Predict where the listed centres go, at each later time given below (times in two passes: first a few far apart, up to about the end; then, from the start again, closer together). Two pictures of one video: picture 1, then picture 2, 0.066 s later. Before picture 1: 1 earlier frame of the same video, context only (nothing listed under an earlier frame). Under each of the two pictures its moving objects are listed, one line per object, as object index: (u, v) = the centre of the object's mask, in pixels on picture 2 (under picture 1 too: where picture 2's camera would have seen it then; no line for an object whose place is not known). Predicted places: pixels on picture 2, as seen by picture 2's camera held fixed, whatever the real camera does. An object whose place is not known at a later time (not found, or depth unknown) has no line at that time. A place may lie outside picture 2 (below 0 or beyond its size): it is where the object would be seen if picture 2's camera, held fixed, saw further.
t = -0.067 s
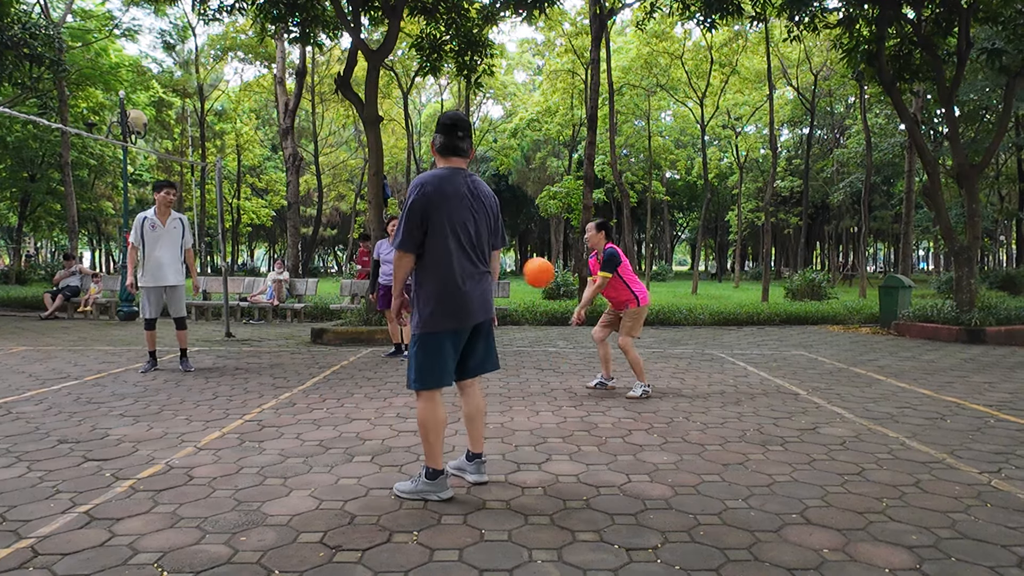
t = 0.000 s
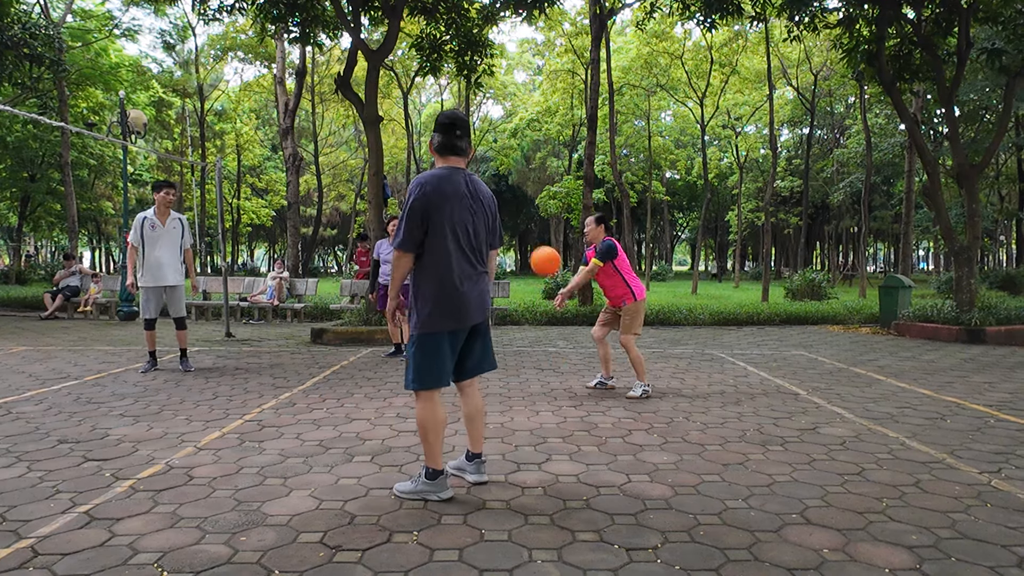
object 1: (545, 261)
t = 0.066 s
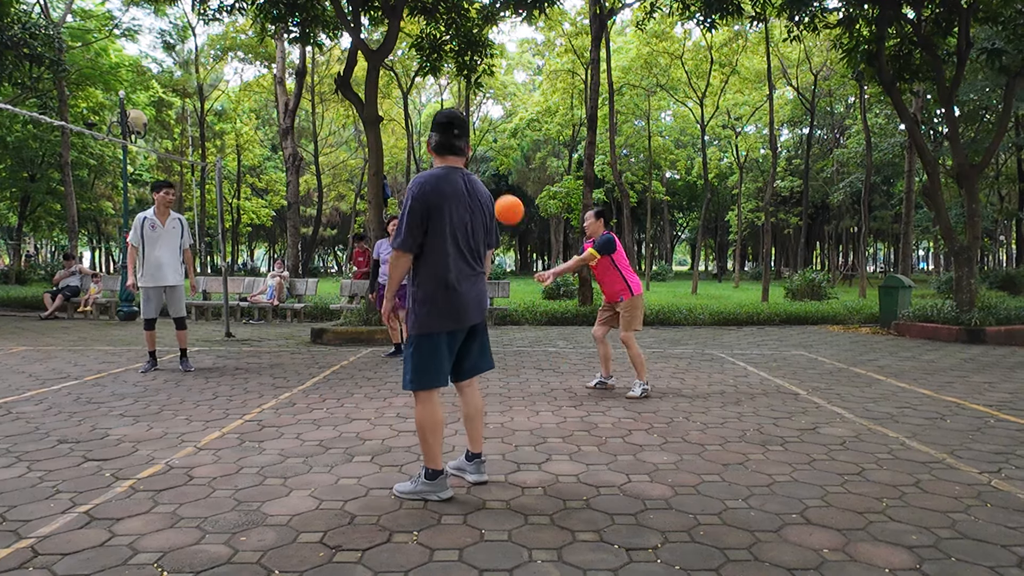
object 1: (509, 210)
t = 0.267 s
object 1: (406, 99)
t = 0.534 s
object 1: (293, 40)
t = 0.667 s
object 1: (244, 43)
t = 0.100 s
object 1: (494, 185)
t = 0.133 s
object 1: (475, 164)
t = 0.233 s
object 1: (419, 112)
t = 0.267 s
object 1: (406, 99)
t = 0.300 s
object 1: (390, 86)
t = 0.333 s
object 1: (375, 75)
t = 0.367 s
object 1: (360, 66)
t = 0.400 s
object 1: (346, 58)
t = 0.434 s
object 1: (332, 52)
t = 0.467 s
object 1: (319, 46)
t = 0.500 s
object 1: (306, 42)
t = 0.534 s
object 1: (293, 40)
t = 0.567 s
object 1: (280, 39)
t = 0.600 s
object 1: (268, 39)
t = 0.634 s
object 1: (256, 41)
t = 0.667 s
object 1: (244, 43)
